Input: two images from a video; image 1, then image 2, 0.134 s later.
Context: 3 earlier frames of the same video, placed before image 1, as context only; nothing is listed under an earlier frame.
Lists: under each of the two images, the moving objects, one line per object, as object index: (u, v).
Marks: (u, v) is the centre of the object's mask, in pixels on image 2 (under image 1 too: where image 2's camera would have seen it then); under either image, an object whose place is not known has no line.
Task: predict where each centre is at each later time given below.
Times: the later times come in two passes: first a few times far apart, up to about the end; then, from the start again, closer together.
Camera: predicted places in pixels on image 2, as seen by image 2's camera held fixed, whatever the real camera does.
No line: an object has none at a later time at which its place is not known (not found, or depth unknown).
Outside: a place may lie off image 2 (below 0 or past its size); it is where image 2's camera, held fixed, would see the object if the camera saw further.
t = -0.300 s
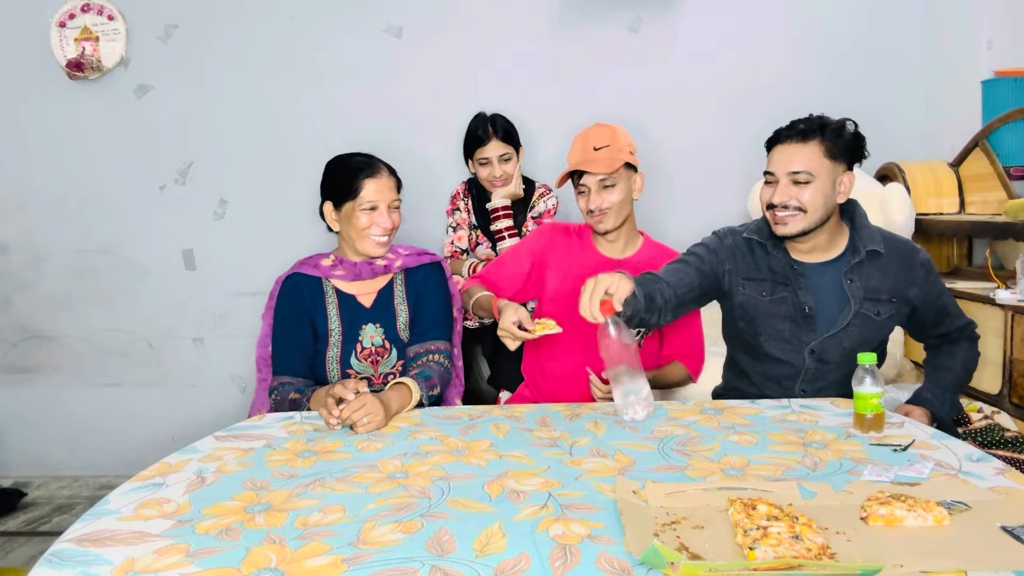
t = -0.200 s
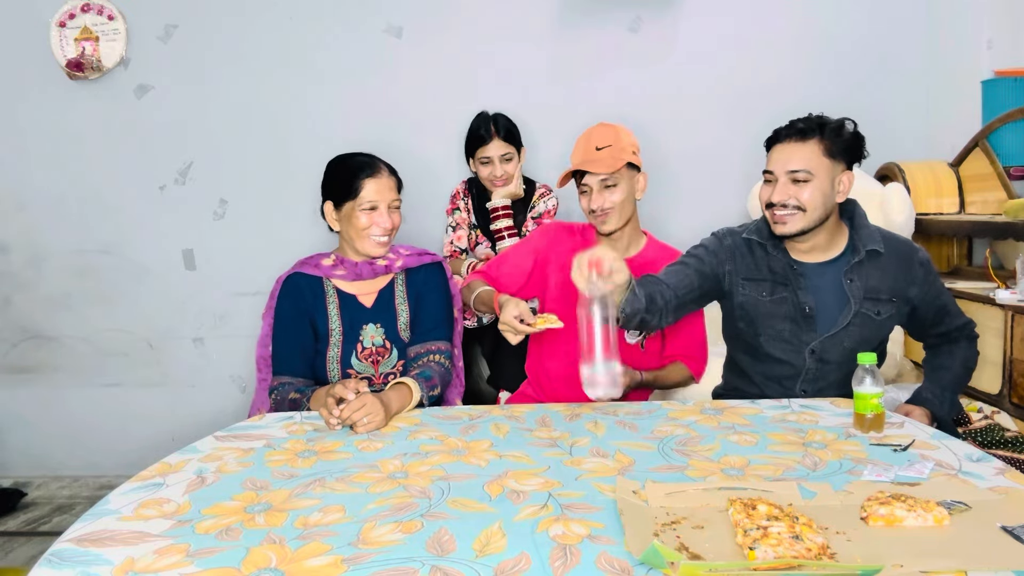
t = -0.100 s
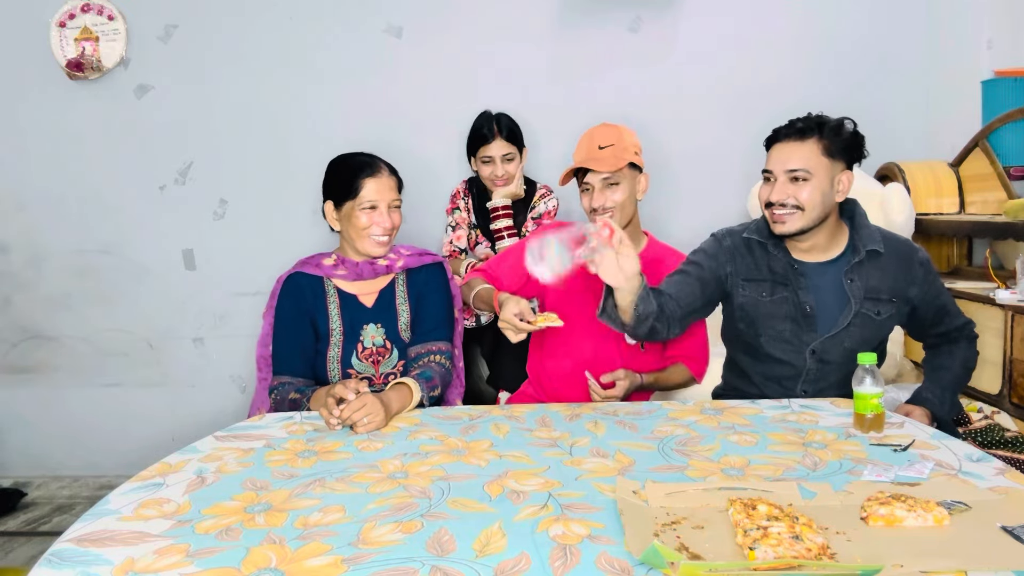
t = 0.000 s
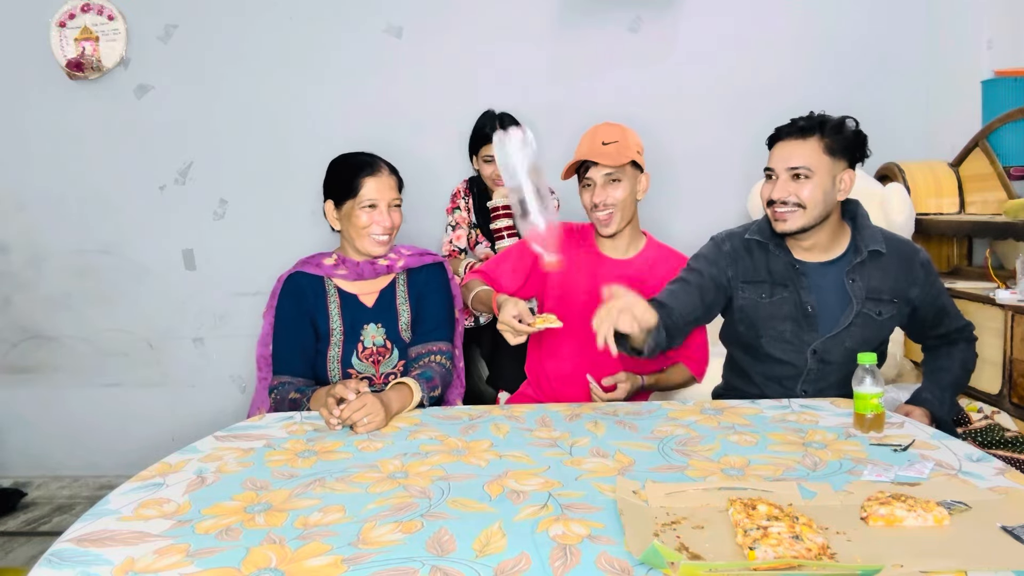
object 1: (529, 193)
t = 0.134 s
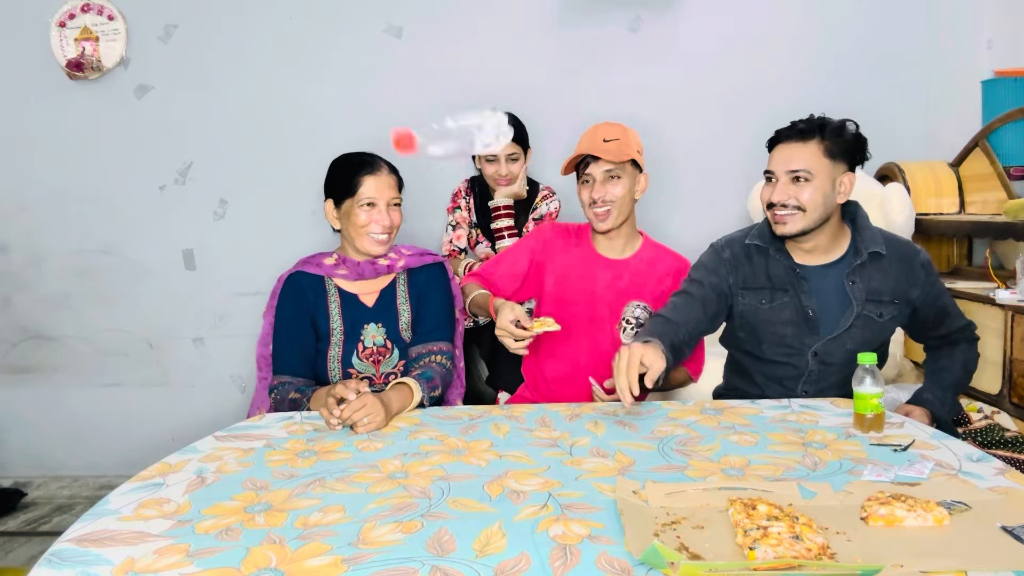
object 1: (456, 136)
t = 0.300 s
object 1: (413, 232)
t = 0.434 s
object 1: (389, 403)
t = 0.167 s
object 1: (445, 137)
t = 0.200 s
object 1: (436, 147)
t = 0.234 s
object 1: (427, 170)
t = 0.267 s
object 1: (419, 200)
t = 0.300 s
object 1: (413, 232)
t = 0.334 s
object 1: (409, 277)
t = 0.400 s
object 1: (394, 380)
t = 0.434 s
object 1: (389, 403)
